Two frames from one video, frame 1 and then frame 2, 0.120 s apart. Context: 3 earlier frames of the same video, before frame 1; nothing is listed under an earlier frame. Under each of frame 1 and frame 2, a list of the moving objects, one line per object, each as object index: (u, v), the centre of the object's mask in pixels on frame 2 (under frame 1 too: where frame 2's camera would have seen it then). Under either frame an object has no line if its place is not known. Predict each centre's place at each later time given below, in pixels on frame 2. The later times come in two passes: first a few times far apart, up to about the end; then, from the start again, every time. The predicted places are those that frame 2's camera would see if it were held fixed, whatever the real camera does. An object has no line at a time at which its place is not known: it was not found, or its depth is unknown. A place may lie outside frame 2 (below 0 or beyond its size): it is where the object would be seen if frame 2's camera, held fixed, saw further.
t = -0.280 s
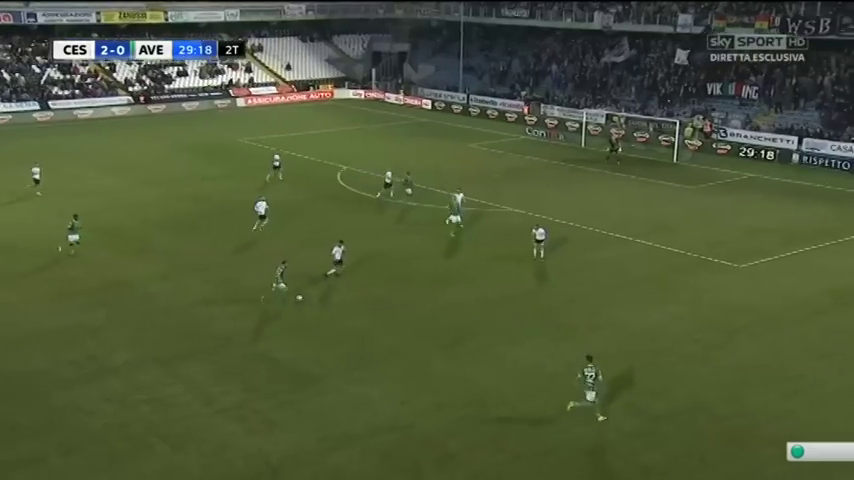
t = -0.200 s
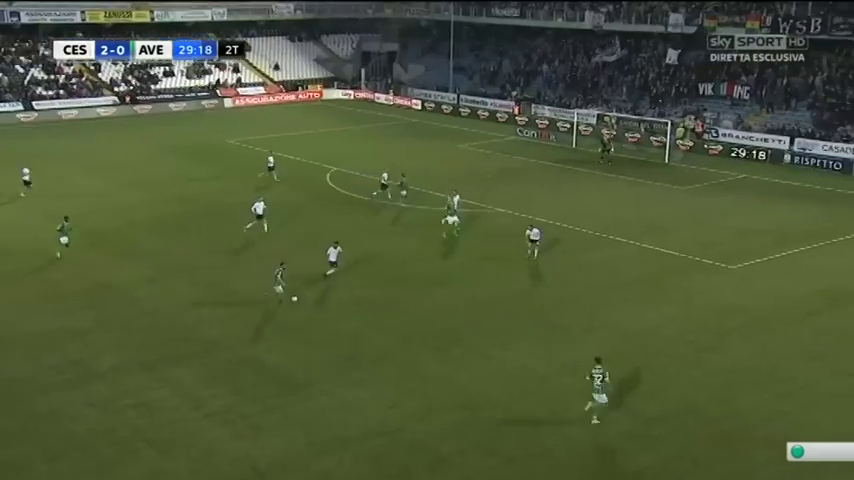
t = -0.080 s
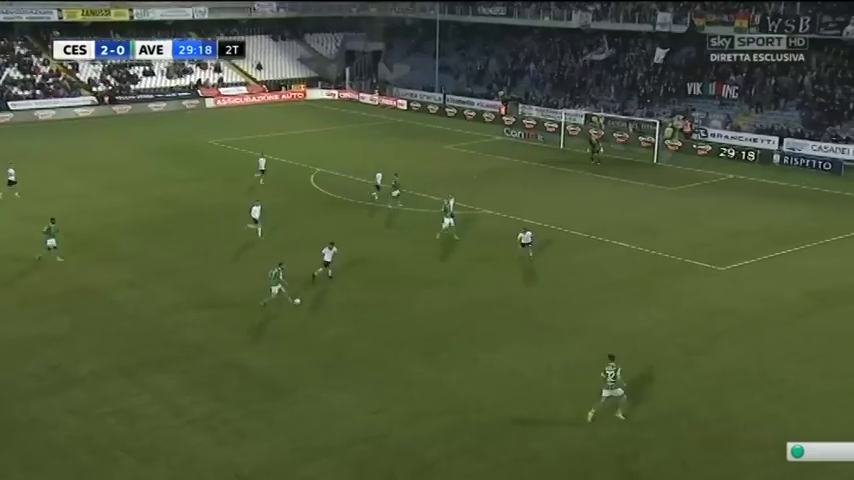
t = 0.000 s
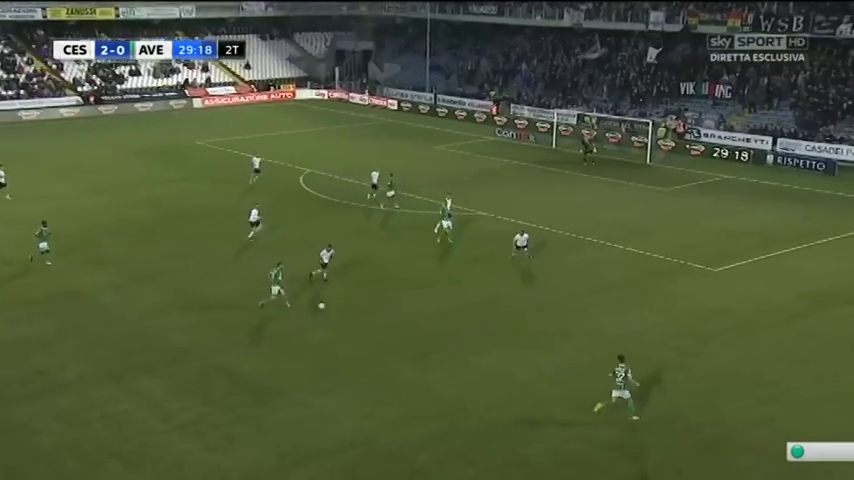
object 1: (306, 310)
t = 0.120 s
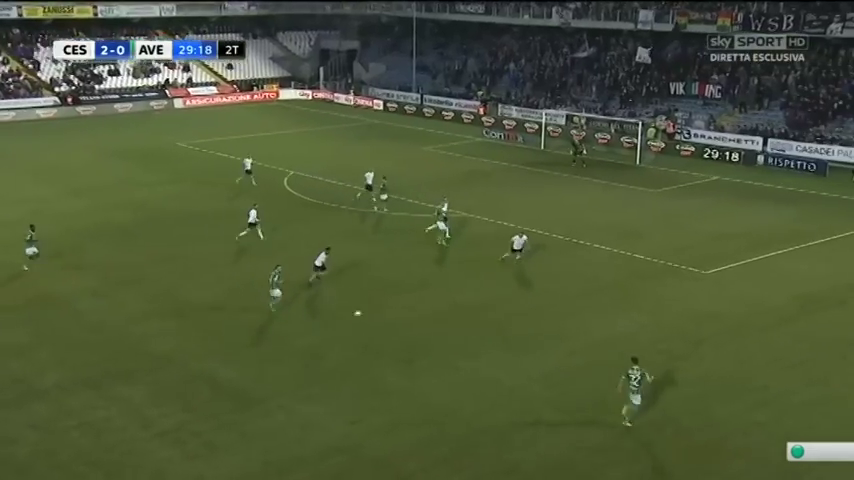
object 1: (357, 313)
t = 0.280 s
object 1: (422, 319)
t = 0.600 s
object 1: (542, 331)
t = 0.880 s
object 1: (636, 341)
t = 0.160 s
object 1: (374, 314)
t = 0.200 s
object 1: (390, 316)
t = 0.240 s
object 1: (407, 319)
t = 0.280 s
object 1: (422, 319)
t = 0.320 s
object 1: (438, 320)
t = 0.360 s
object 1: (453, 321)
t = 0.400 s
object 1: (469, 324)
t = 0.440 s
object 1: (484, 326)
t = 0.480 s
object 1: (499, 326)
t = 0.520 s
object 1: (514, 327)
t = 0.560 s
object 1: (527, 329)
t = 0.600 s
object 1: (542, 331)
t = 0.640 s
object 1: (556, 333)
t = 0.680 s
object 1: (570, 334)
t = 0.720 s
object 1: (583, 334)
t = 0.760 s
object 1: (597, 336)
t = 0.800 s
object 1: (610, 339)
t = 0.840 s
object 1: (623, 340)
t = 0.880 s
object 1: (636, 341)
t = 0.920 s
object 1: (648, 343)
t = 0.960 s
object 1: (661, 345)
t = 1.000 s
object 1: (673, 347)
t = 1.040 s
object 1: (684, 348)
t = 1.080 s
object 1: (697, 350)
